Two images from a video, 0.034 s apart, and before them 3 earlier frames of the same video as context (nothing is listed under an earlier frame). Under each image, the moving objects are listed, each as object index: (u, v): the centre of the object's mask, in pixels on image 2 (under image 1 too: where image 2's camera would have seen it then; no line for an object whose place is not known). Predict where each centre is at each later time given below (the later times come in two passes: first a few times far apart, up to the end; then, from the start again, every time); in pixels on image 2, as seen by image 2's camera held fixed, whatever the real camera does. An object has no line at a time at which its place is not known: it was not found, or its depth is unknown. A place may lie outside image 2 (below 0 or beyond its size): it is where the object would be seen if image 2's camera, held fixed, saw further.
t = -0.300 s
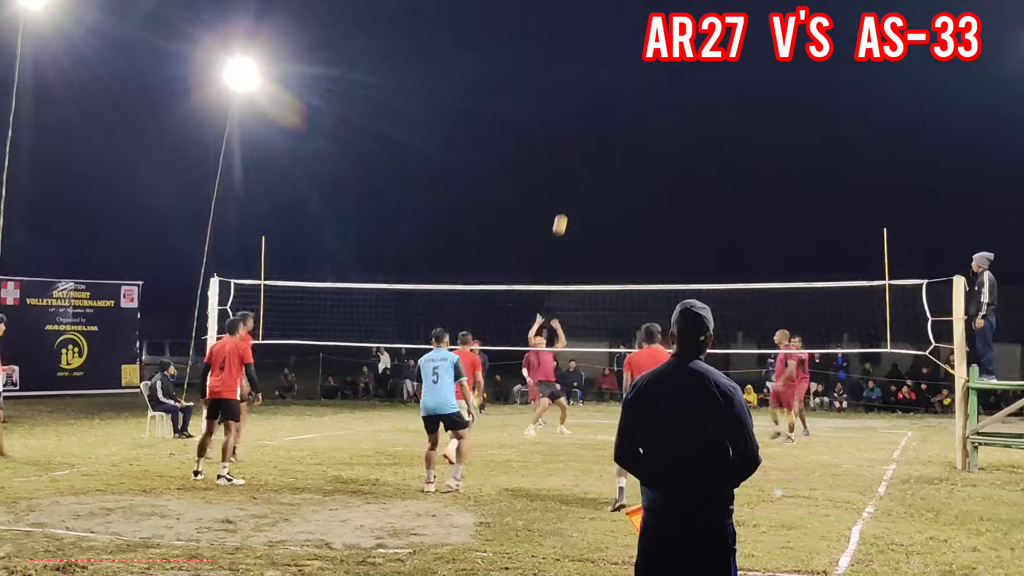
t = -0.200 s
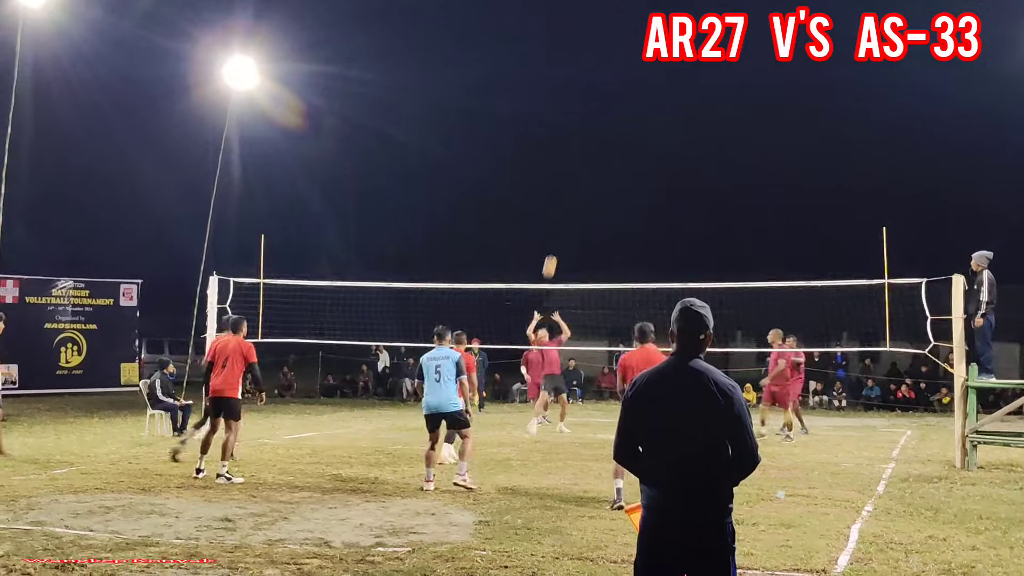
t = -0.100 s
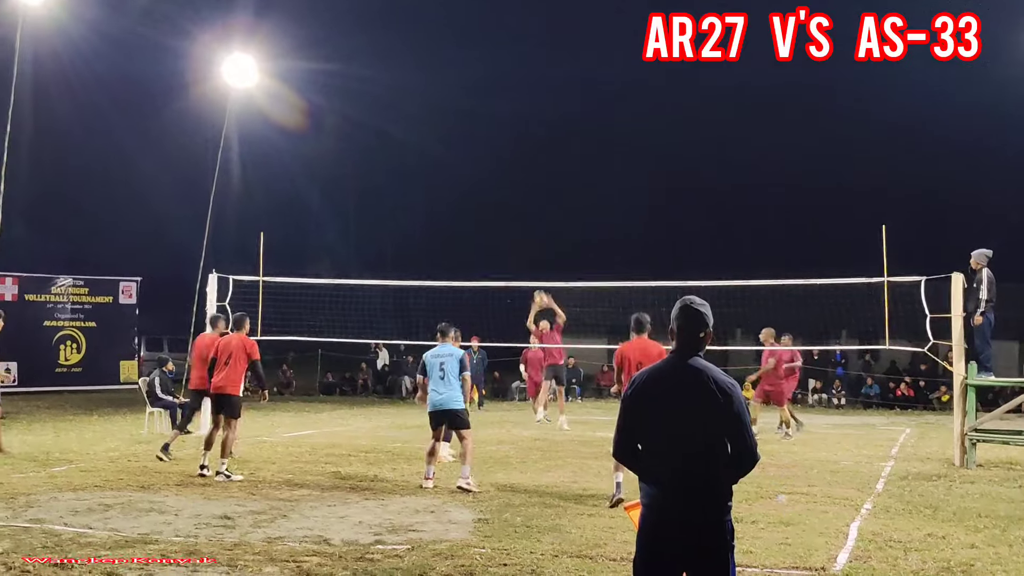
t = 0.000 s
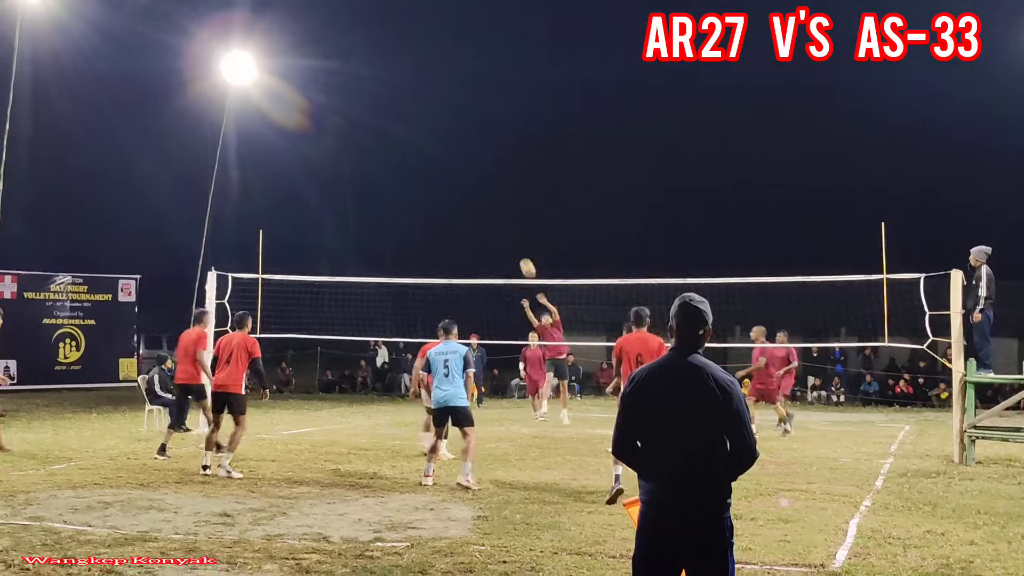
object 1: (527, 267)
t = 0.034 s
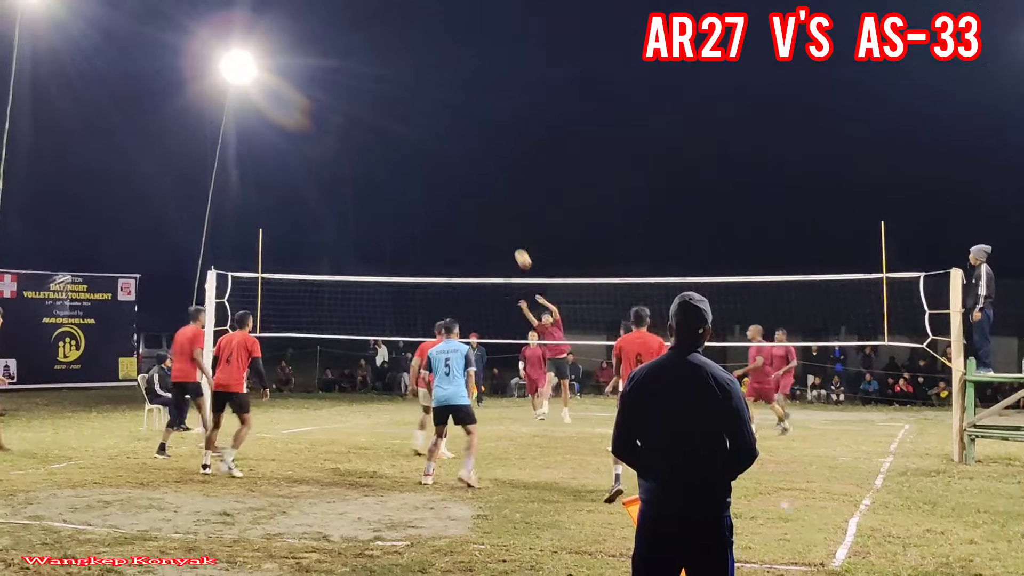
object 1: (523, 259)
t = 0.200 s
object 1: (499, 224)
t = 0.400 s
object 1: (468, 202)
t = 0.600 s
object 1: (433, 208)
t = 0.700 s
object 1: (413, 223)
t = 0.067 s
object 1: (518, 251)
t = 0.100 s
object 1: (514, 243)
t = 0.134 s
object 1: (509, 236)
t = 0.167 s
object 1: (504, 230)
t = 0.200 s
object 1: (499, 224)
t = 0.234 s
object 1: (495, 219)
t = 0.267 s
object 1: (490, 214)
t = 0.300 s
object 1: (485, 210)
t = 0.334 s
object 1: (479, 207)
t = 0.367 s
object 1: (474, 204)
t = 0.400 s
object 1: (468, 202)
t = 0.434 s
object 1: (463, 201)
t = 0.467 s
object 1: (457, 201)
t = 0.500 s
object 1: (451, 201)
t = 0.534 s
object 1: (445, 203)
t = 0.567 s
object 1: (439, 205)
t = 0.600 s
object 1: (433, 208)
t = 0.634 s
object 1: (427, 212)
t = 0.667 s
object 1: (420, 217)
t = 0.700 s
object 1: (413, 223)
